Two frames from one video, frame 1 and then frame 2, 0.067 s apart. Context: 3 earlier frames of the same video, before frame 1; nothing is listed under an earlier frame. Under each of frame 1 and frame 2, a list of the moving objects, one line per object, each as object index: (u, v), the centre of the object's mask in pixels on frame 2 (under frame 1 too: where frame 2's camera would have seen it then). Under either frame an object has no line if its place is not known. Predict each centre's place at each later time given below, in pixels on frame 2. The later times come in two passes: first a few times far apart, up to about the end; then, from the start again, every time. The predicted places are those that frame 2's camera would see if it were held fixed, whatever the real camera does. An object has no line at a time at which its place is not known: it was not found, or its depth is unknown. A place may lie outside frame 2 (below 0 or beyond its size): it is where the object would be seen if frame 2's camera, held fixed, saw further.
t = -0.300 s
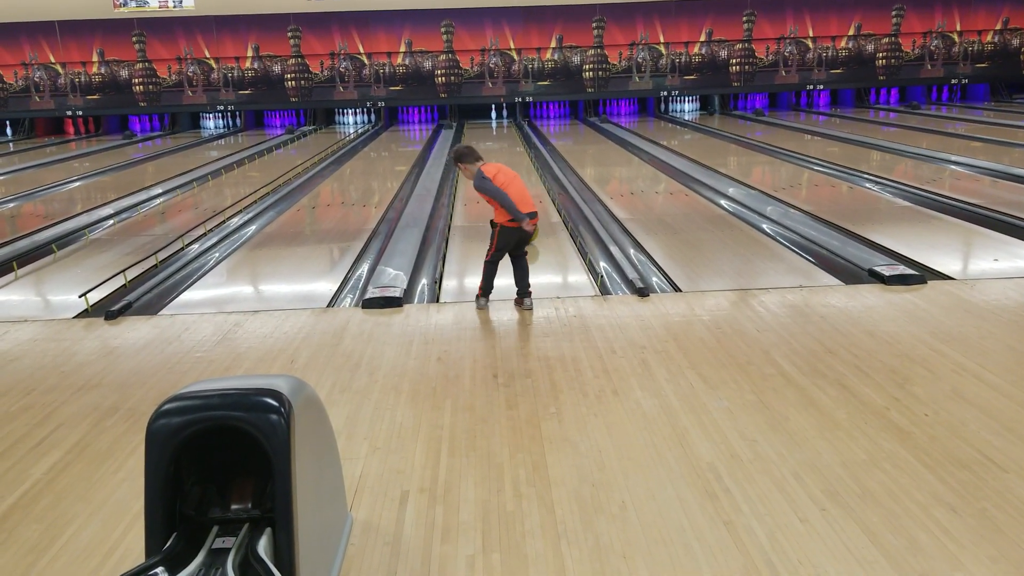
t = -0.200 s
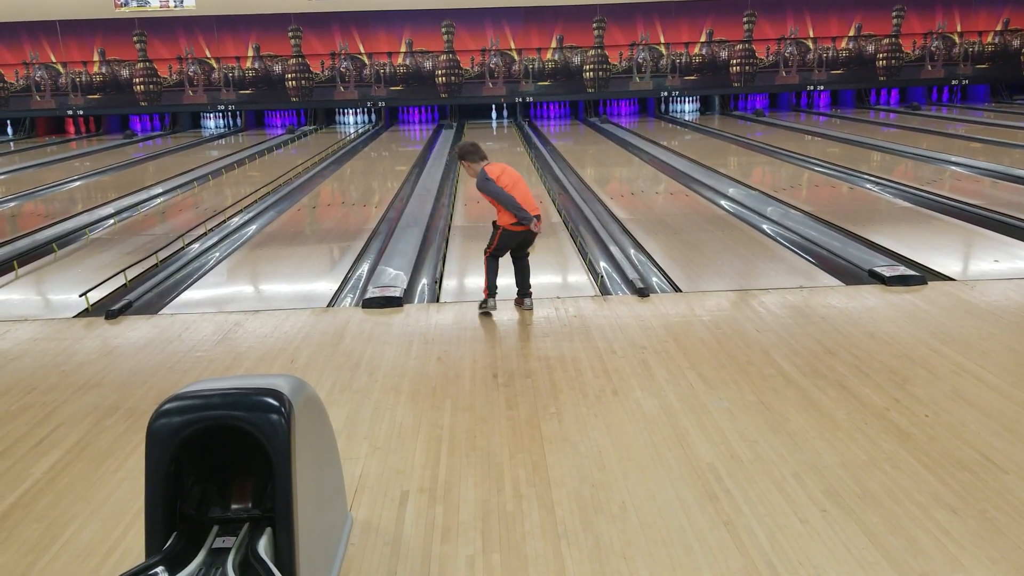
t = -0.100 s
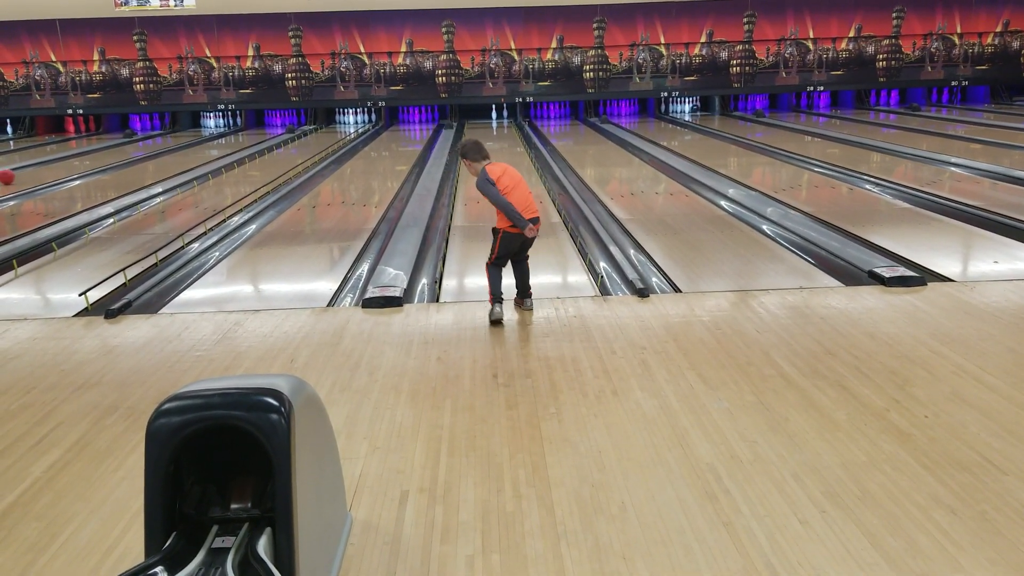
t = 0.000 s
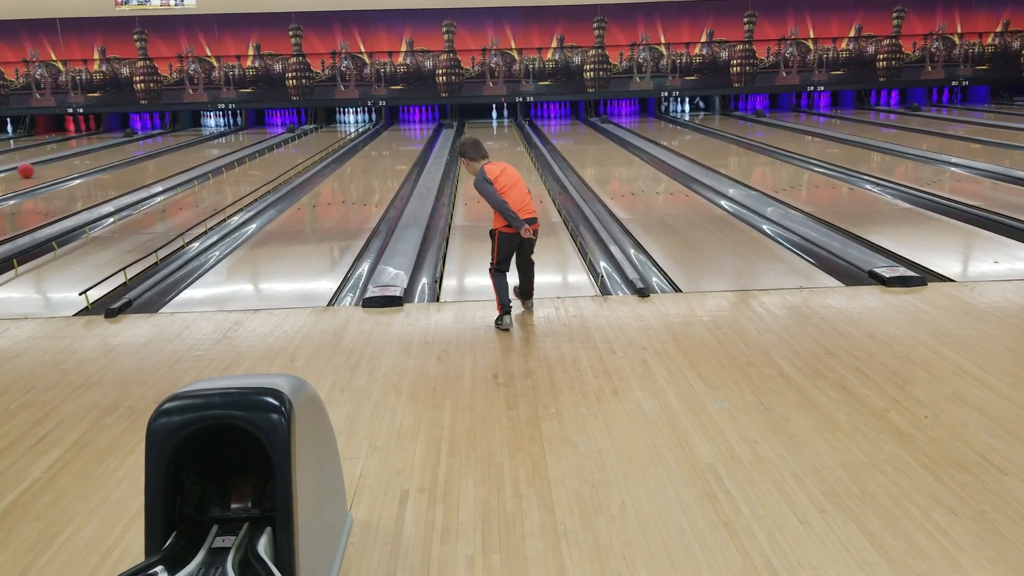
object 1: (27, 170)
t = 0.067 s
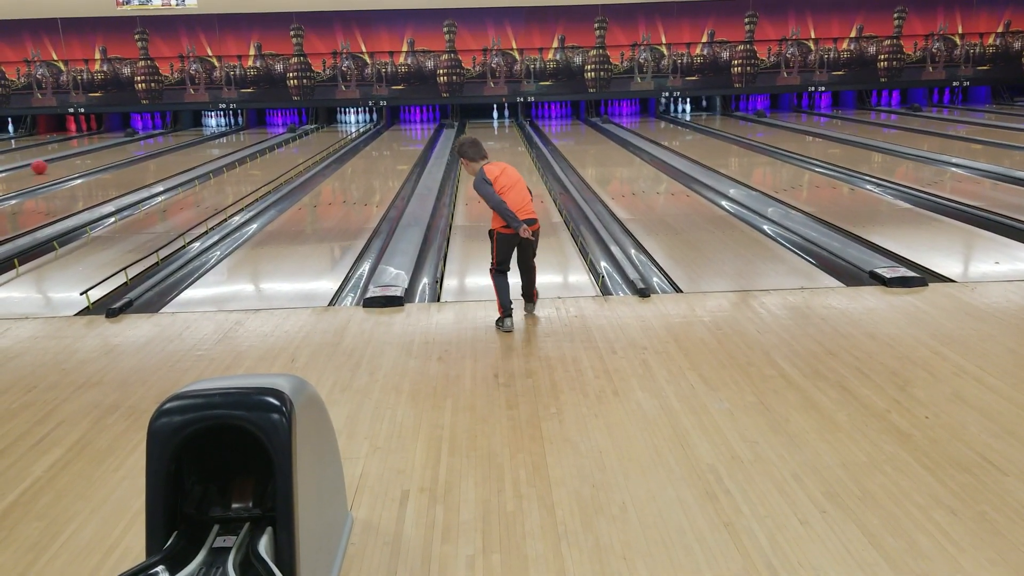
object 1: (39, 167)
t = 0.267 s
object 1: (72, 158)
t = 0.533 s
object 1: (107, 149)
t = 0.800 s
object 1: (135, 142)
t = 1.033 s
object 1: (154, 137)
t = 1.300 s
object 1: (172, 132)
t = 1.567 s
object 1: (188, 128)
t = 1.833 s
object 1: (198, 125)
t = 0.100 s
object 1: (45, 165)
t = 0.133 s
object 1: (50, 164)
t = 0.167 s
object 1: (56, 162)
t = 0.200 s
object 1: (61, 161)
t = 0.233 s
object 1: (66, 160)
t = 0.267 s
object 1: (72, 158)
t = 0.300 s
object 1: (77, 157)
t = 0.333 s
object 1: (81, 156)
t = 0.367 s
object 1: (86, 155)
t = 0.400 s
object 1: (91, 154)
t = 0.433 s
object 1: (95, 152)
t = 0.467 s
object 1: (99, 151)
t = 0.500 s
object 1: (103, 150)
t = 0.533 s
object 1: (107, 149)
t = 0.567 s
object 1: (111, 148)
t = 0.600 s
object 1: (114, 147)
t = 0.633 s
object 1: (119, 146)
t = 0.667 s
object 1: (122, 145)
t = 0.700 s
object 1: (125, 144)
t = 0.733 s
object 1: (129, 143)
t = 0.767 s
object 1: (132, 142)
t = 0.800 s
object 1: (135, 142)
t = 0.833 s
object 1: (138, 141)
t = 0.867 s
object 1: (141, 141)
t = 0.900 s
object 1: (144, 139)
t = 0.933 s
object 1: (147, 139)
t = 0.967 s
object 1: (149, 138)
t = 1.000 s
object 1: (151, 137)
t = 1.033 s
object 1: (154, 137)
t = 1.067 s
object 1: (157, 136)
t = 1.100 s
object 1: (160, 136)
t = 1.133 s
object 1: (162, 135)
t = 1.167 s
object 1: (165, 135)
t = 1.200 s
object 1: (166, 133)
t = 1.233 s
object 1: (168, 133)
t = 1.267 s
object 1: (170, 133)
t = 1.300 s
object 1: (172, 132)
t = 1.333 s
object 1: (175, 132)
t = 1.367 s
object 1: (177, 131)
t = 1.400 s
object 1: (178, 131)
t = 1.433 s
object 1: (180, 130)
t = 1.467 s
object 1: (182, 130)
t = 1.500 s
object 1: (185, 129)
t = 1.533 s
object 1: (187, 129)
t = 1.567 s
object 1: (188, 128)
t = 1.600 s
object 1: (190, 128)
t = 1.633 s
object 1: (192, 127)
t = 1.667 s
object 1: (193, 127)
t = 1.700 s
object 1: (195, 127)
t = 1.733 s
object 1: (197, 126)
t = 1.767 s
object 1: (198, 125)
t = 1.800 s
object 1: (198, 126)
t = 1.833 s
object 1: (198, 125)
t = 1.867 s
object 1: (198, 125)
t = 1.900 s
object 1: (198, 126)
